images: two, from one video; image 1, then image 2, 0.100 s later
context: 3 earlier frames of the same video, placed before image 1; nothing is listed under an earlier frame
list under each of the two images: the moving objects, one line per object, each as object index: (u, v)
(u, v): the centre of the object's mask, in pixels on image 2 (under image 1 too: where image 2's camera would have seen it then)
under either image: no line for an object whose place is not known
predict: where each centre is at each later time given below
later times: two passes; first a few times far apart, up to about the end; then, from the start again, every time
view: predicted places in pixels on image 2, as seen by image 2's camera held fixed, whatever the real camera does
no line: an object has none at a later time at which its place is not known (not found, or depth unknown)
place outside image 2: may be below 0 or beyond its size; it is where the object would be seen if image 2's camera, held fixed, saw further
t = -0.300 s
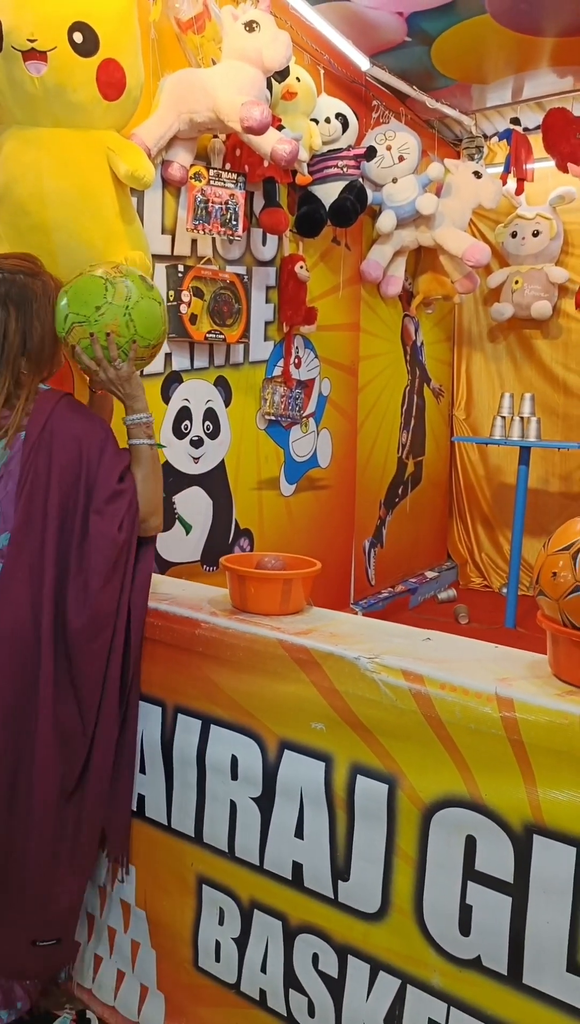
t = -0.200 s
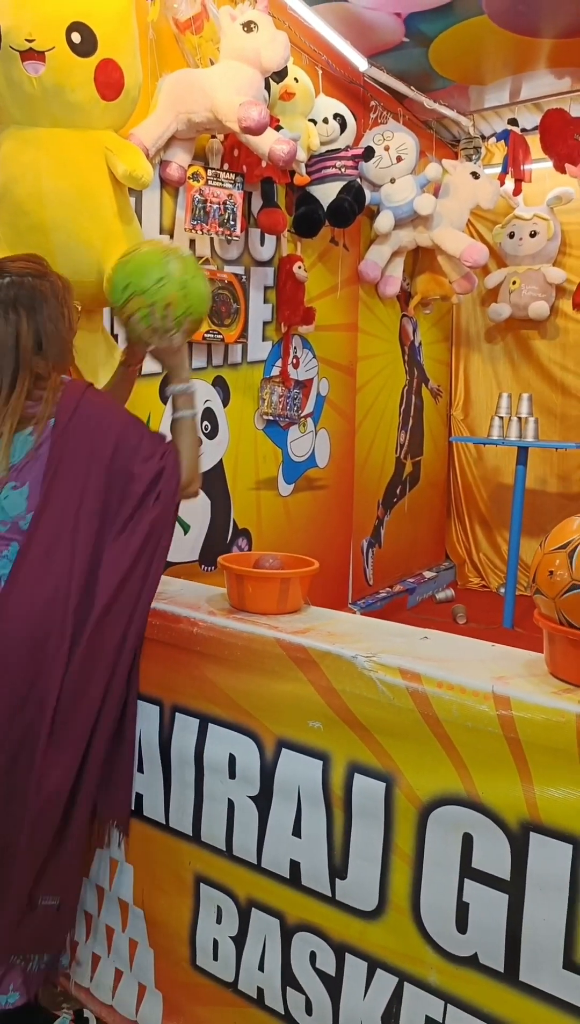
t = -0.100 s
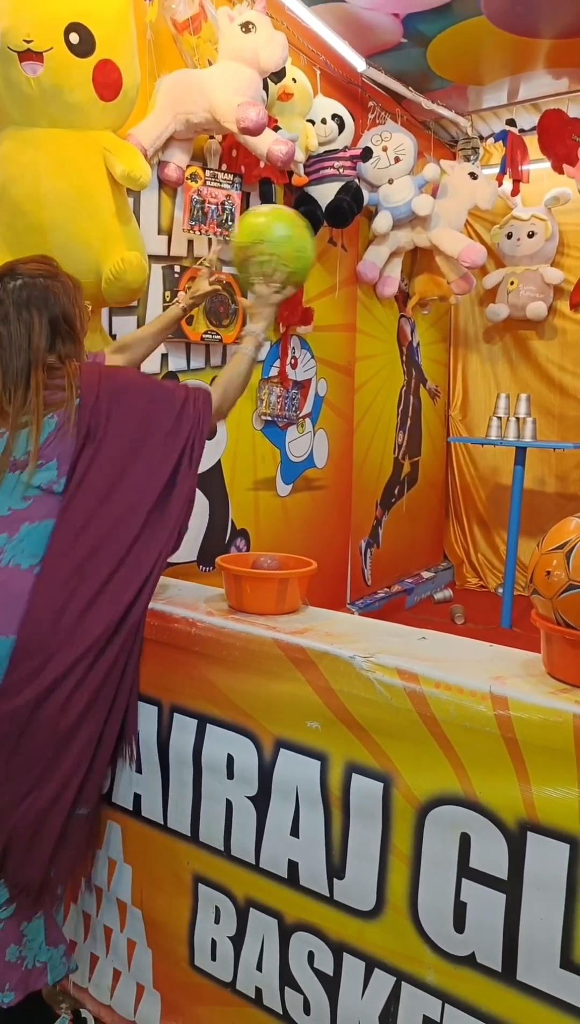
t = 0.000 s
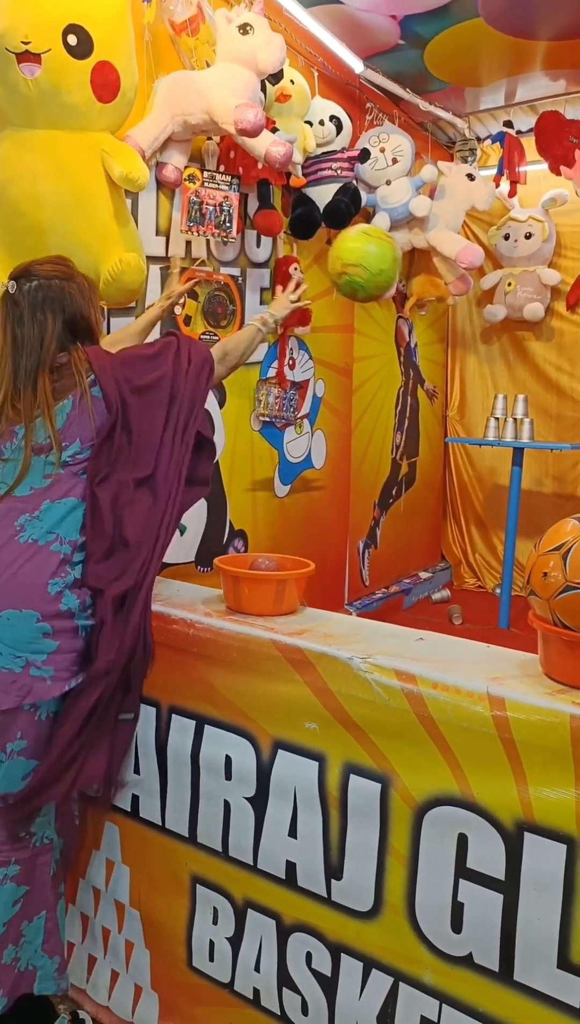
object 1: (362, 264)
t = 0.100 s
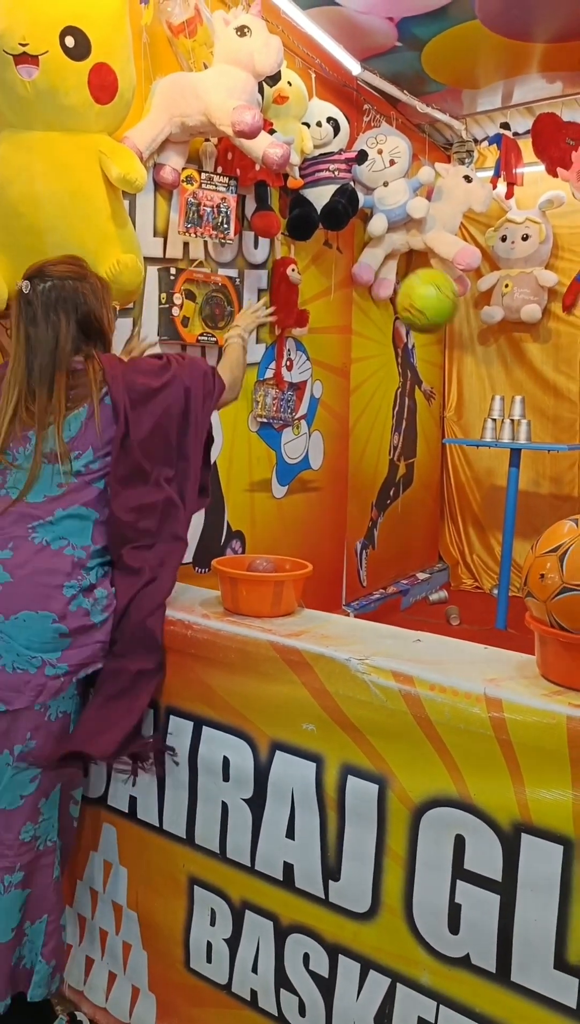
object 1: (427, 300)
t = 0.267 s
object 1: (495, 388)
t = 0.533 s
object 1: (464, 426)
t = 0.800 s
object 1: (350, 575)
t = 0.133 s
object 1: (443, 315)
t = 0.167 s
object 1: (459, 331)
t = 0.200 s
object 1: (472, 350)
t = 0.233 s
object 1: (484, 369)
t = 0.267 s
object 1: (495, 388)
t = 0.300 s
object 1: (505, 410)
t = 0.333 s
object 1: (514, 432)
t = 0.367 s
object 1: (513, 435)
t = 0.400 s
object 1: (504, 428)
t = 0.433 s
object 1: (495, 424)
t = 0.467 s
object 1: (485, 422)
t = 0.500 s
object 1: (475, 422)
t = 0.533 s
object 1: (464, 426)
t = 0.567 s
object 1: (453, 432)
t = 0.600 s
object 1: (441, 440)
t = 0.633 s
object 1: (427, 453)
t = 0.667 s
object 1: (414, 470)
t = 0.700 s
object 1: (400, 489)
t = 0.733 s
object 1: (384, 514)
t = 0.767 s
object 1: (368, 542)
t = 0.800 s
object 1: (350, 575)
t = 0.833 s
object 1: (334, 601)
